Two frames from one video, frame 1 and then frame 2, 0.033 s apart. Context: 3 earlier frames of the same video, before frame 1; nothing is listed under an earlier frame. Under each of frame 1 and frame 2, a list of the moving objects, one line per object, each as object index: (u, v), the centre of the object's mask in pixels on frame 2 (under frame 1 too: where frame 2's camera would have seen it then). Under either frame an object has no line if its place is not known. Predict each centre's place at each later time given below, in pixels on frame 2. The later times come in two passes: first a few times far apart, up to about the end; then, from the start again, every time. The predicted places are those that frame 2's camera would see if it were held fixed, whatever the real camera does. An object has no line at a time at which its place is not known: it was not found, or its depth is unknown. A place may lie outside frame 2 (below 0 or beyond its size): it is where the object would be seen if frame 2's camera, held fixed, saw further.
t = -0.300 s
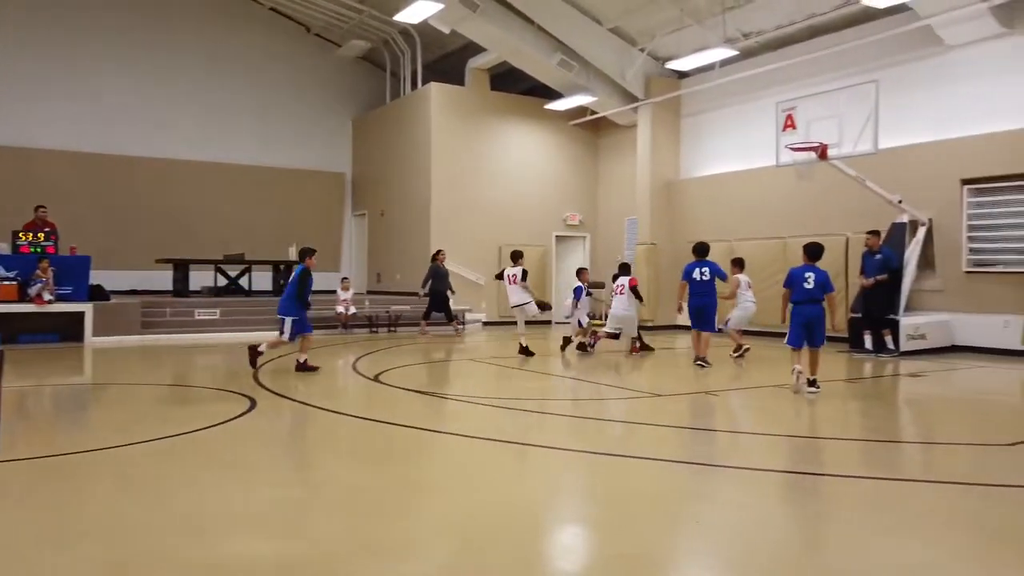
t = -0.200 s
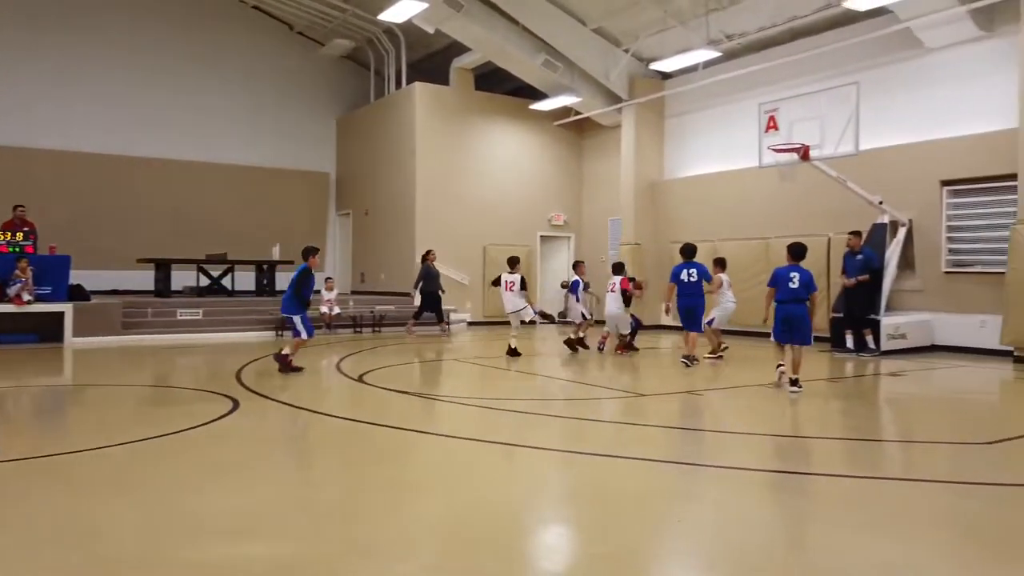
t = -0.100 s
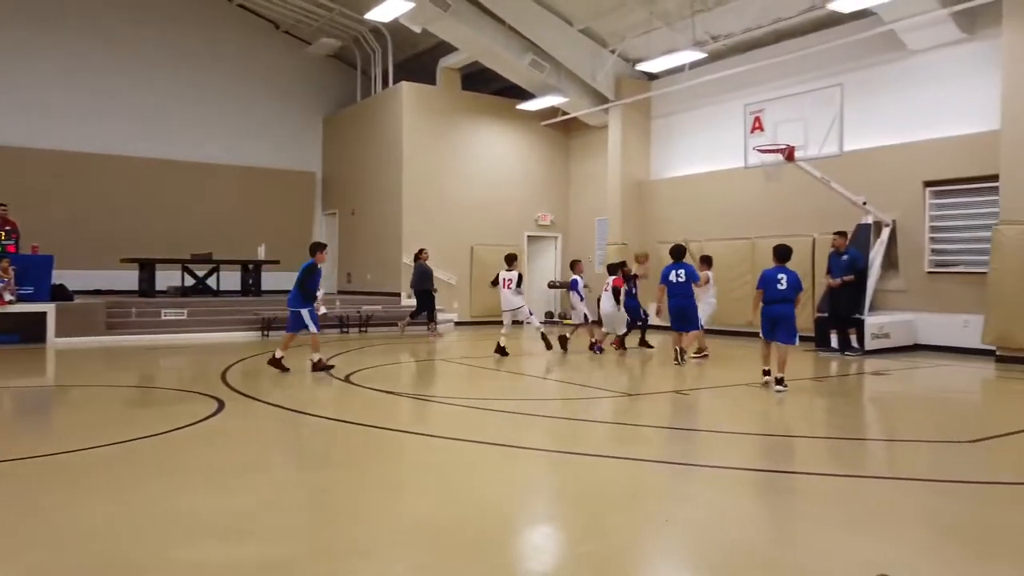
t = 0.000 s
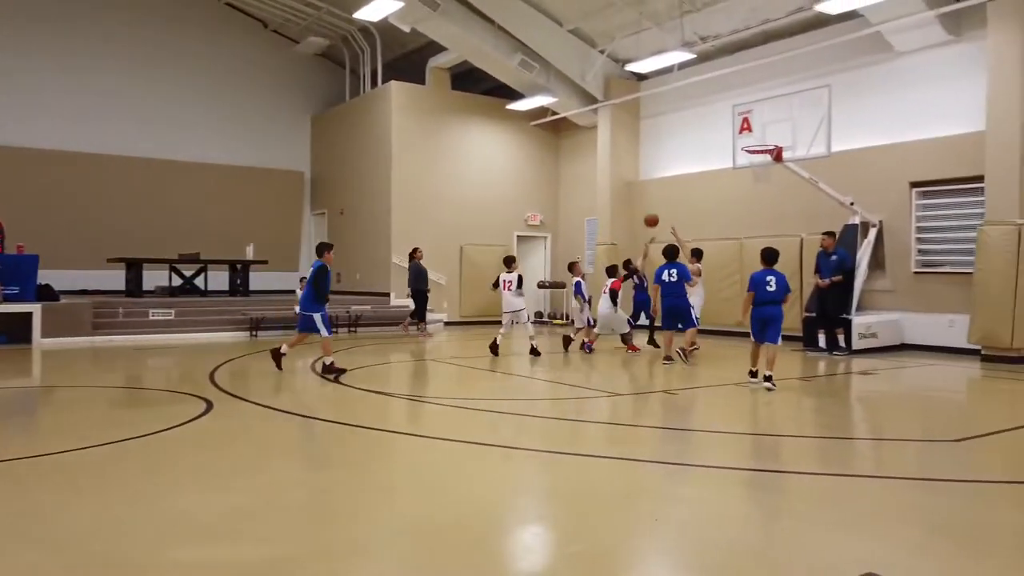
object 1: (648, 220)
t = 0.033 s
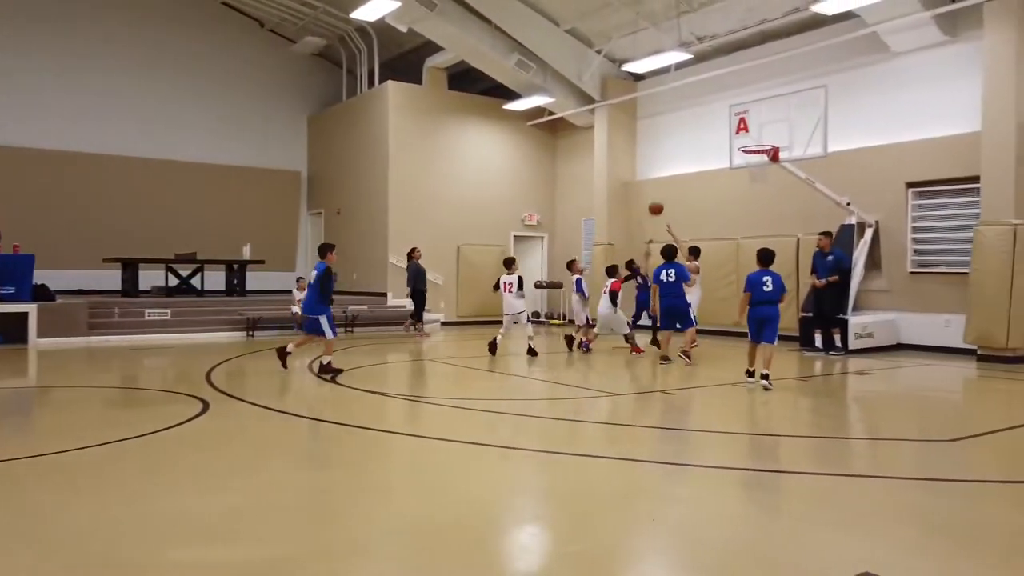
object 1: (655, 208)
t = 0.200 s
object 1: (695, 158)
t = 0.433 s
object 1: (738, 123)
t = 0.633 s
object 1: (741, 133)
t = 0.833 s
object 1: (757, 148)
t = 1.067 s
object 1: (763, 179)
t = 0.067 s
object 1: (663, 197)
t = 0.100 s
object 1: (671, 186)
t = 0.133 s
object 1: (678, 176)
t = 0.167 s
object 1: (687, 166)
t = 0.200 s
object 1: (695, 158)
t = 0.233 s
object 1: (702, 150)
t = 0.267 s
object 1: (710, 143)
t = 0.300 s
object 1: (718, 136)
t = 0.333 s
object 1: (725, 130)
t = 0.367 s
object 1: (733, 126)
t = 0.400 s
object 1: (738, 123)
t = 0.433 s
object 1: (738, 123)
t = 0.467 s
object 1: (739, 122)
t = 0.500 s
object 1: (739, 122)
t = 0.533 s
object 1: (739, 124)
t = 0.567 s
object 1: (740, 126)
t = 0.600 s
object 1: (741, 128)
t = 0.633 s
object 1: (741, 133)
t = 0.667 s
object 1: (741, 137)
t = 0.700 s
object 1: (743, 142)
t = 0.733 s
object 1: (746, 143)
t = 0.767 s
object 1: (750, 144)
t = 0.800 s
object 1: (753, 145)
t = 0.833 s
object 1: (757, 148)
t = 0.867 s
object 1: (760, 152)
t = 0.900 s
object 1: (761, 155)
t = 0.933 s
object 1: (762, 159)
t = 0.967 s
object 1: (762, 163)
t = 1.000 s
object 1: (763, 168)
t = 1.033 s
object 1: (763, 173)
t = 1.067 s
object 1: (763, 179)
